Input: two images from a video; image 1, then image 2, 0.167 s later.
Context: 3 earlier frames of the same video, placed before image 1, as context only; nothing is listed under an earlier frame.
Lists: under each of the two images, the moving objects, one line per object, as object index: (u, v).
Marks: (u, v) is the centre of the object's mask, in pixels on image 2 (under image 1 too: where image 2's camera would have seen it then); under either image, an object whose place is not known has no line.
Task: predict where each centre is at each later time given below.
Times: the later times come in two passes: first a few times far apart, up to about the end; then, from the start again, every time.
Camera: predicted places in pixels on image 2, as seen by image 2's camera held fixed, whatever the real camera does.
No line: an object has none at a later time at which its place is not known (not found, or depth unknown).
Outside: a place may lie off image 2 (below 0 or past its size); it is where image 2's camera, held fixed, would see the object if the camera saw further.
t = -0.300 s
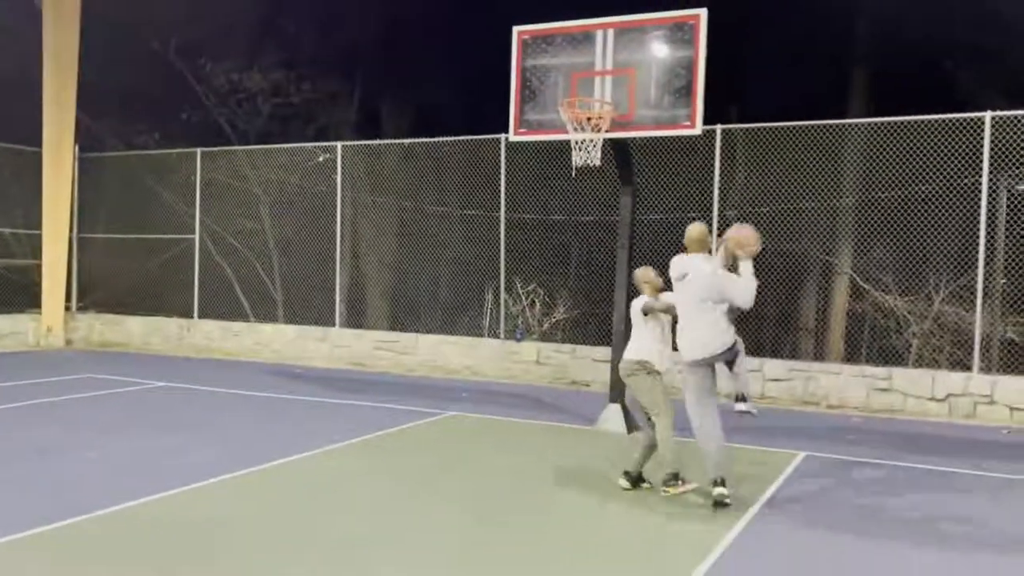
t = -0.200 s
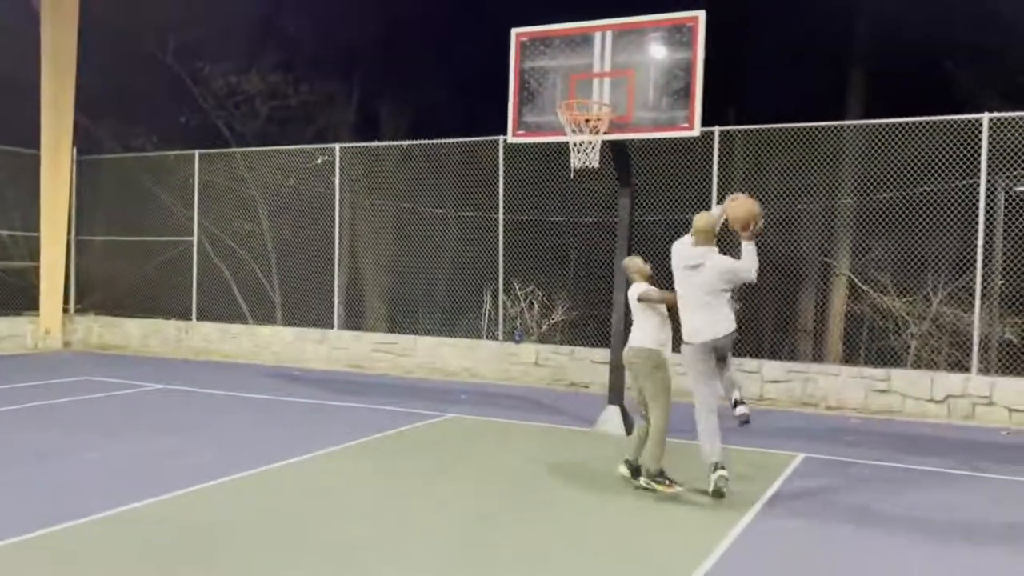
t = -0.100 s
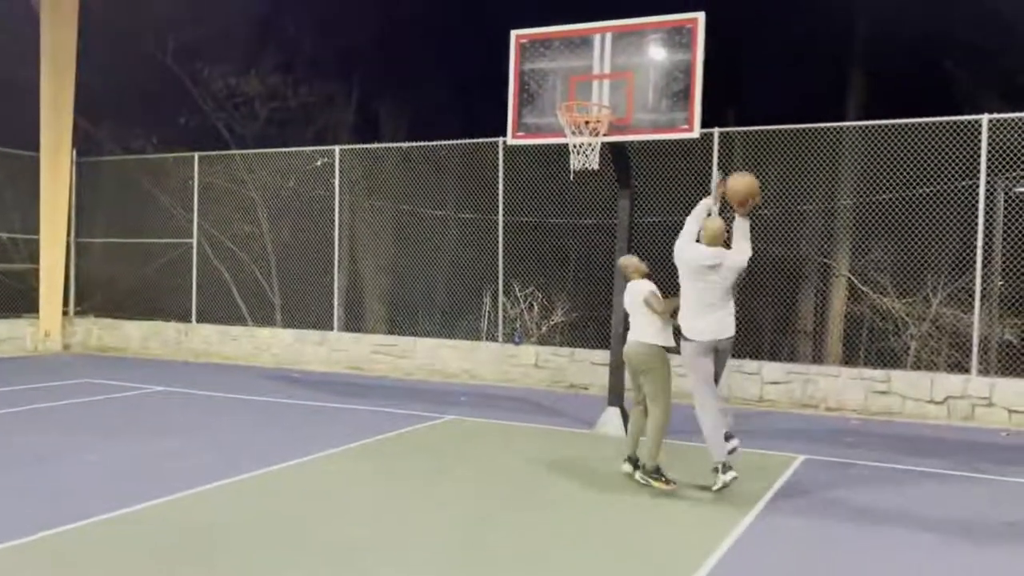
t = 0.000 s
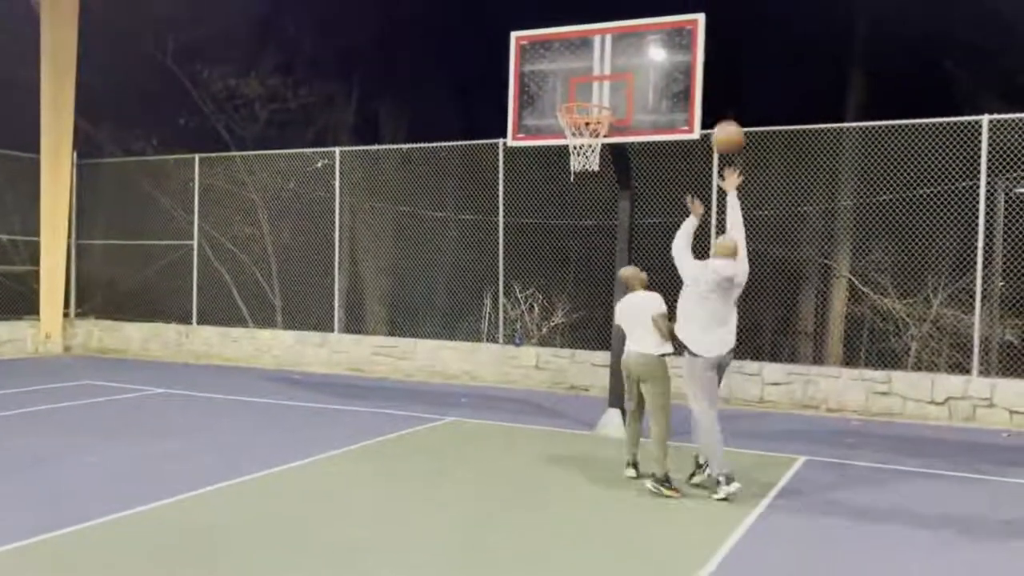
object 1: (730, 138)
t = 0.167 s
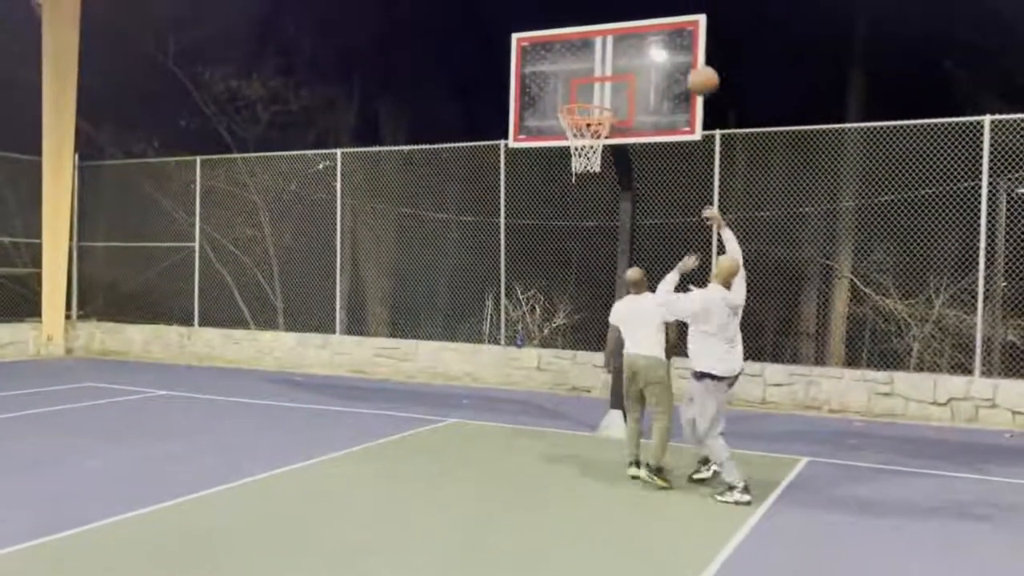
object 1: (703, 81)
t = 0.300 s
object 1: (684, 61)
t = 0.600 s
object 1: (631, 94)
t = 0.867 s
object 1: (576, 206)
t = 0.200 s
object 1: (698, 74)
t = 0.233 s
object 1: (692, 68)
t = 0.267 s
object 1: (687, 65)
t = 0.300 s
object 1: (684, 61)
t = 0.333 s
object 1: (680, 61)
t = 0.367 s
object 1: (678, 62)
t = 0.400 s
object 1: (672, 64)
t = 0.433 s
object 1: (664, 66)
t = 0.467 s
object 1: (659, 69)
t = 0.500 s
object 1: (651, 75)
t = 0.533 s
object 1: (645, 80)
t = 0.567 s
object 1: (638, 86)
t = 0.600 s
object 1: (631, 94)
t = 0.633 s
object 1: (624, 102)
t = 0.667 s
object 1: (618, 116)
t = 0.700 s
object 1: (611, 125)
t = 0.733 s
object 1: (604, 138)
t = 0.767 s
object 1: (599, 154)
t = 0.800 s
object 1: (591, 170)
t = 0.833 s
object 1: (583, 187)
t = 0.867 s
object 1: (576, 206)
